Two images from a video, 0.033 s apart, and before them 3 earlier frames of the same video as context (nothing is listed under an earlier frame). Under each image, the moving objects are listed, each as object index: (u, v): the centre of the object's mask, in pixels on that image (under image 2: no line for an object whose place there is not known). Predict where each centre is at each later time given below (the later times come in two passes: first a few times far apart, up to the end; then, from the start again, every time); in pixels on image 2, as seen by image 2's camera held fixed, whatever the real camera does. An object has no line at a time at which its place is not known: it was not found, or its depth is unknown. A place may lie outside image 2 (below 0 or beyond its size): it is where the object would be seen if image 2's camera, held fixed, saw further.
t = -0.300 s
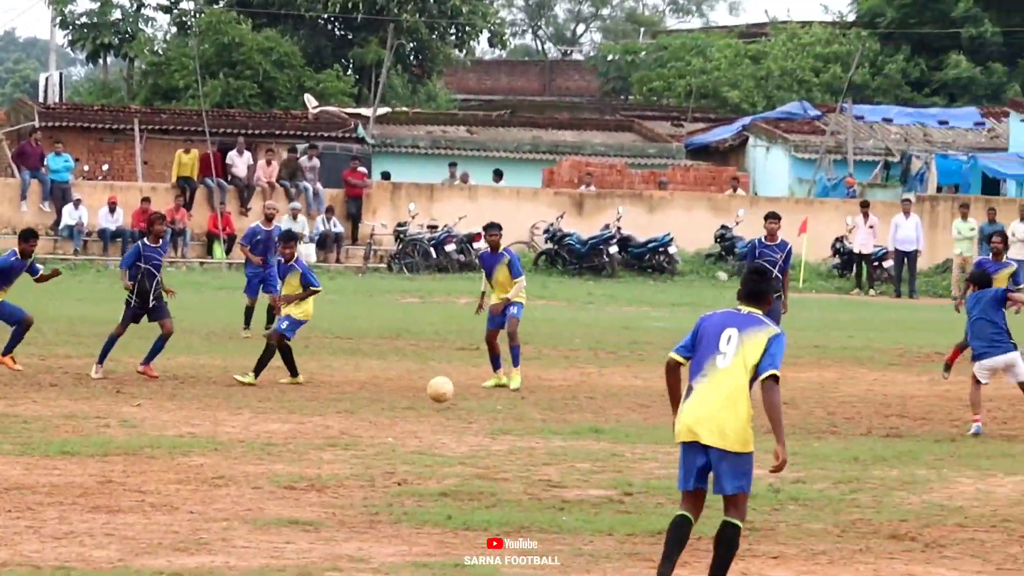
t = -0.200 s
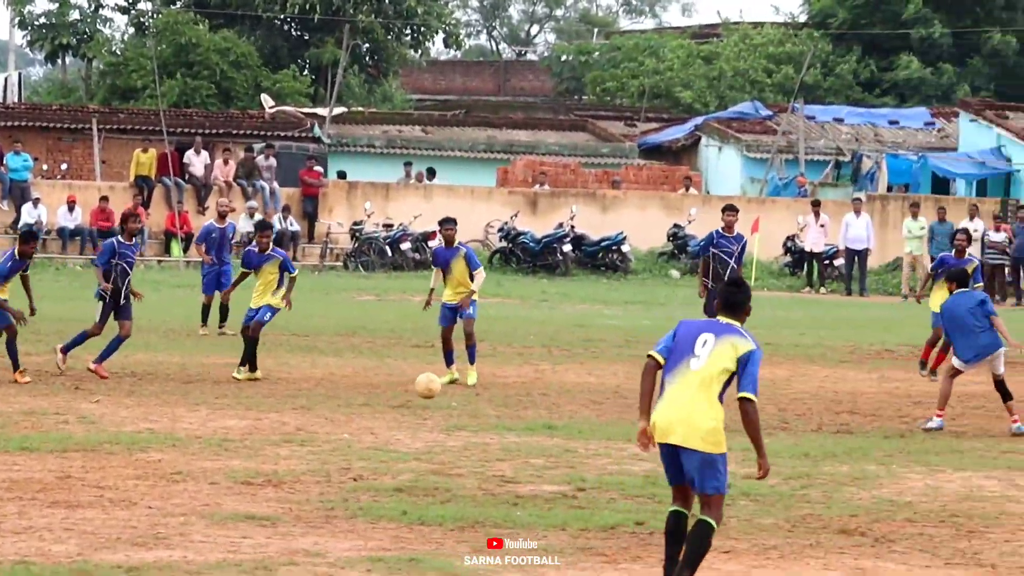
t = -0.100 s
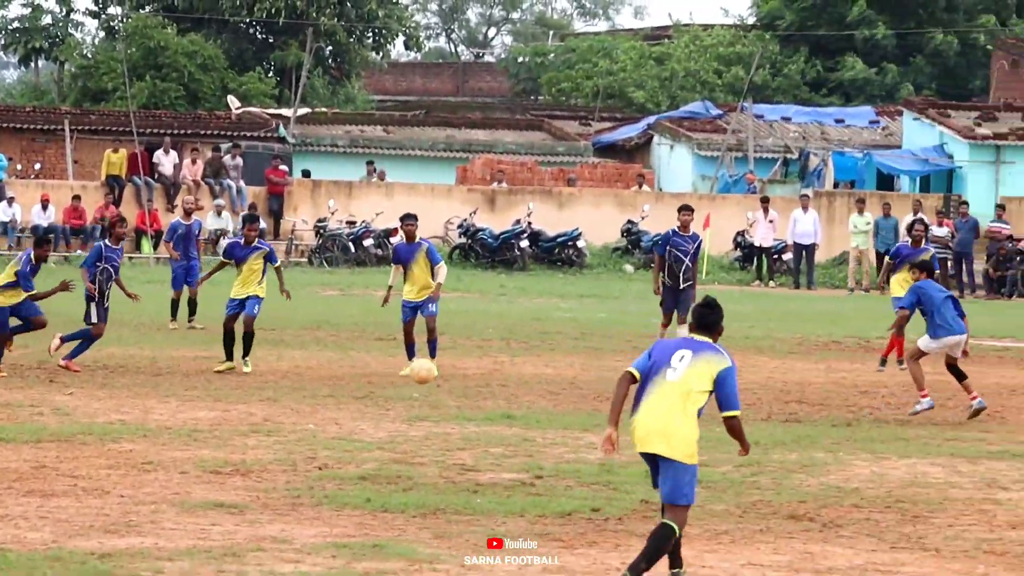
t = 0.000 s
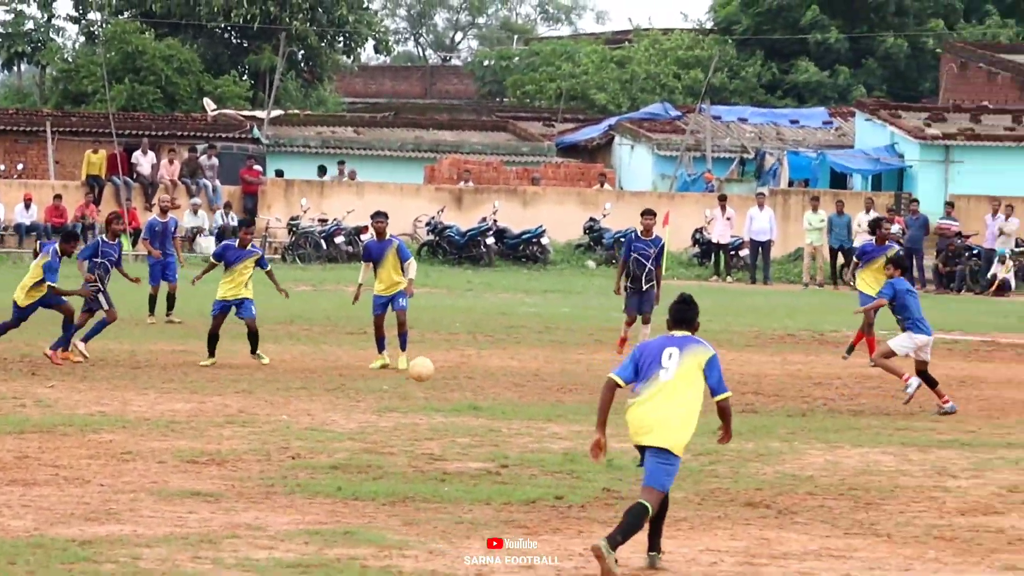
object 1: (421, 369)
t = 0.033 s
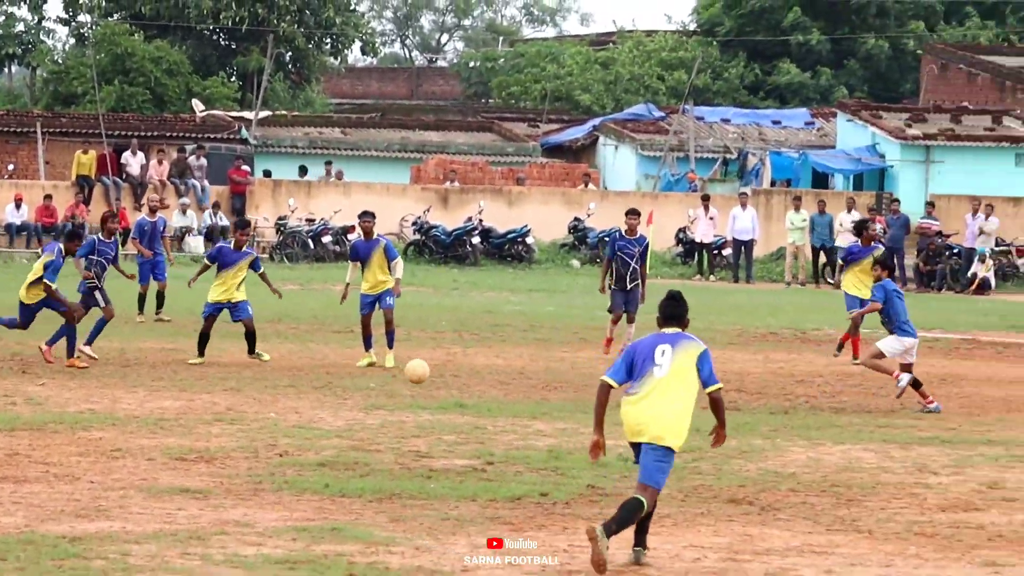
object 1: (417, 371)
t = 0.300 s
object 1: (495, 381)
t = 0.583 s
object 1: (572, 390)
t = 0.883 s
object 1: (650, 401)
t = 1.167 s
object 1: (720, 405)
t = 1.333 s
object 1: (758, 411)
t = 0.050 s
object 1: (422, 373)
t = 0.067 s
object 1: (427, 376)
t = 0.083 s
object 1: (432, 379)
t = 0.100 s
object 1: (436, 382)
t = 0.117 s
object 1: (441, 384)
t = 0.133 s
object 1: (446, 382)
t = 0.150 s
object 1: (451, 381)
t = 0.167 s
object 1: (456, 380)
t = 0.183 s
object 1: (461, 379)
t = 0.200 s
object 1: (466, 378)
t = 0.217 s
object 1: (471, 378)
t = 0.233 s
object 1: (476, 378)
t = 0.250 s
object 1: (481, 378)
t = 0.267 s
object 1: (485, 379)
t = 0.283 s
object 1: (490, 380)
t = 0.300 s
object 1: (495, 381)
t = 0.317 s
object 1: (500, 382)
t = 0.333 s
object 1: (505, 384)
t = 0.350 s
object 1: (509, 386)
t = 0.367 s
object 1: (513, 389)
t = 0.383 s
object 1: (518, 390)
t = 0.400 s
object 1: (522, 389)
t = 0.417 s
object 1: (526, 388)
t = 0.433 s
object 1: (531, 386)
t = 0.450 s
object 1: (536, 385)
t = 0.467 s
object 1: (540, 385)
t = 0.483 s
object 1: (545, 384)
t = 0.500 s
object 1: (550, 384)
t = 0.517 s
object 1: (554, 385)
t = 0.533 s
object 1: (559, 386)
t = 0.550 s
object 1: (563, 387)
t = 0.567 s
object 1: (568, 388)
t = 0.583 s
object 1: (572, 390)
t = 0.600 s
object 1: (576, 392)
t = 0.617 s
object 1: (581, 394)
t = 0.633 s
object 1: (586, 396)
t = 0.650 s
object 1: (590, 395)
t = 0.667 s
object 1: (595, 394)
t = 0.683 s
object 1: (599, 393)
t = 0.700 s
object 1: (604, 392)
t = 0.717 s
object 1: (608, 392)
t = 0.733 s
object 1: (612, 392)
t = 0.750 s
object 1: (616, 392)
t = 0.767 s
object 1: (620, 392)
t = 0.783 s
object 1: (625, 394)
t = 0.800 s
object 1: (629, 395)
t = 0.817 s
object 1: (633, 396)
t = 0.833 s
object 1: (637, 398)
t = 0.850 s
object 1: (641, 401)
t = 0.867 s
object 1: (646, 402)
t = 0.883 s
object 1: (650, 401)
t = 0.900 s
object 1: (654, 400)
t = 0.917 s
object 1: (658, 399)
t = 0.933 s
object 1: (662, 398)
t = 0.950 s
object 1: (667, 399)
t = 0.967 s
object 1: (671, 398)
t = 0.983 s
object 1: (675, 399)
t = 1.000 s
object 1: (679, 400)
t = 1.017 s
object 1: (684, 401)
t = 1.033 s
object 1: (688, 403)
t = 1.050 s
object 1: (691, 405)
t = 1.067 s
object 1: (696, 406)
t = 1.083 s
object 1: (699, 406)
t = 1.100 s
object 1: (704, 405)
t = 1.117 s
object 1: (708, 405)
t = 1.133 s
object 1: (712, 405)
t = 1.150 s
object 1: (716, 405)
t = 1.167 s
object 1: (720, 405)
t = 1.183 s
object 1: (724, 407)
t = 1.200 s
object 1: (728, 408)
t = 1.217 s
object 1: (731, 410)
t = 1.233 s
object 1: (735, 410)
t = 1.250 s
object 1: (739, 410)
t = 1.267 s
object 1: (743, 409)
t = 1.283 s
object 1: (747, 410)
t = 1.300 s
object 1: (750, 409)
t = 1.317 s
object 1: (754, 410)
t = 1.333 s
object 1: (758, 411)
